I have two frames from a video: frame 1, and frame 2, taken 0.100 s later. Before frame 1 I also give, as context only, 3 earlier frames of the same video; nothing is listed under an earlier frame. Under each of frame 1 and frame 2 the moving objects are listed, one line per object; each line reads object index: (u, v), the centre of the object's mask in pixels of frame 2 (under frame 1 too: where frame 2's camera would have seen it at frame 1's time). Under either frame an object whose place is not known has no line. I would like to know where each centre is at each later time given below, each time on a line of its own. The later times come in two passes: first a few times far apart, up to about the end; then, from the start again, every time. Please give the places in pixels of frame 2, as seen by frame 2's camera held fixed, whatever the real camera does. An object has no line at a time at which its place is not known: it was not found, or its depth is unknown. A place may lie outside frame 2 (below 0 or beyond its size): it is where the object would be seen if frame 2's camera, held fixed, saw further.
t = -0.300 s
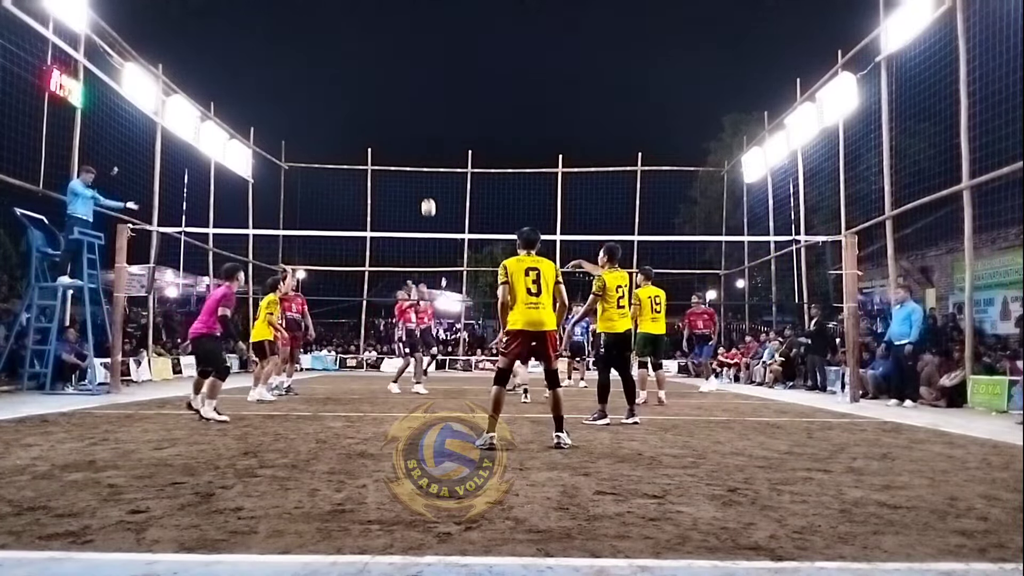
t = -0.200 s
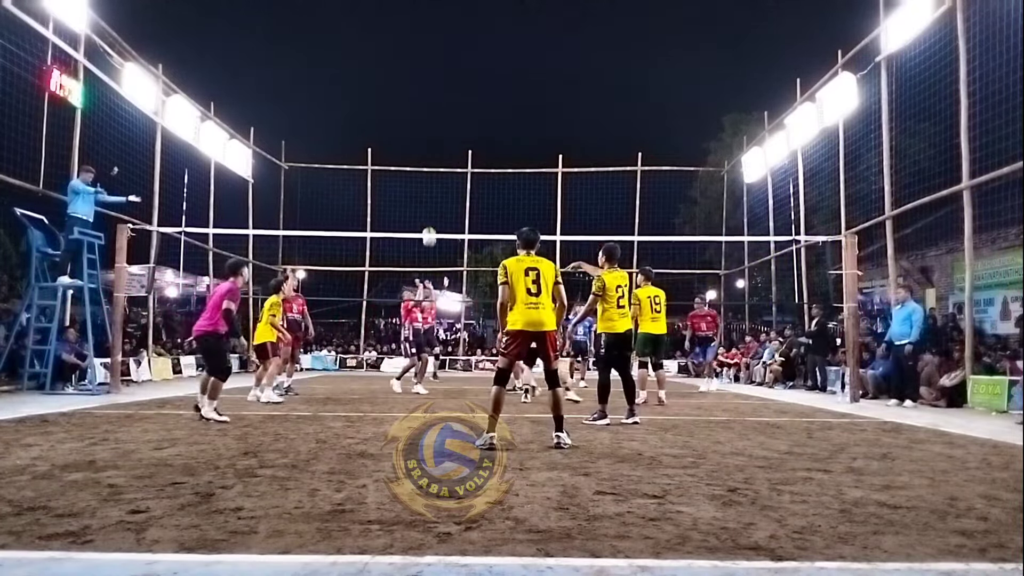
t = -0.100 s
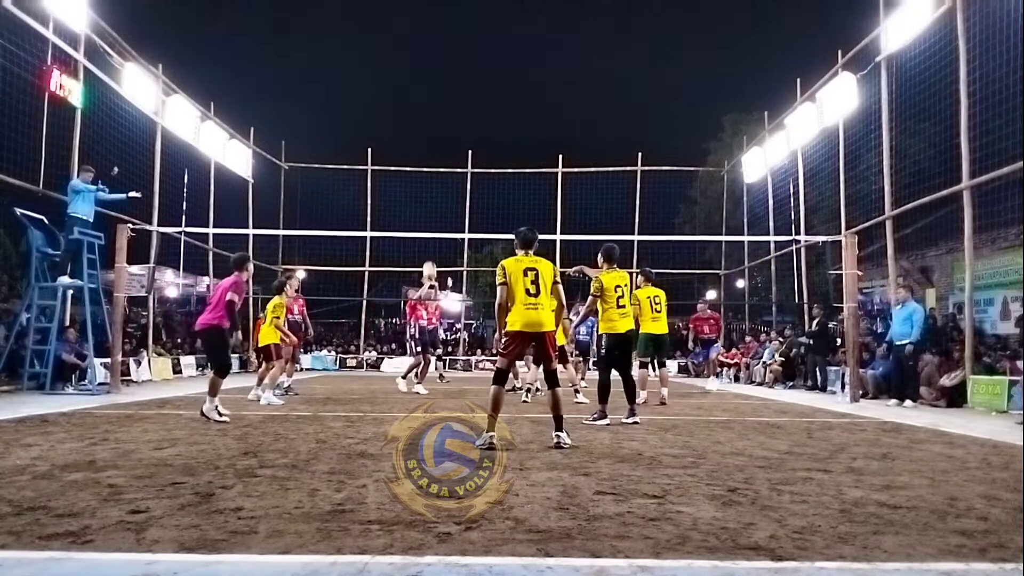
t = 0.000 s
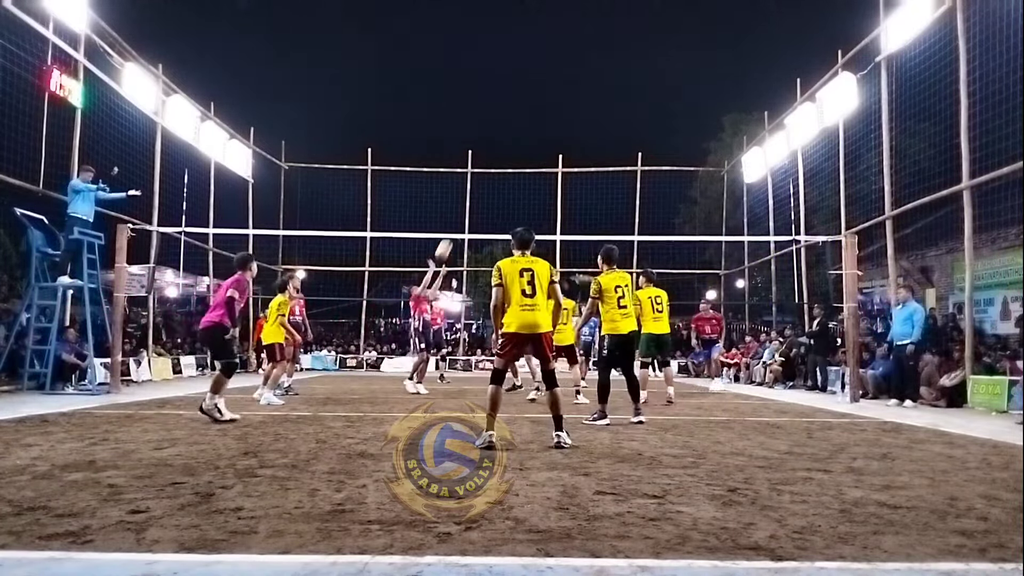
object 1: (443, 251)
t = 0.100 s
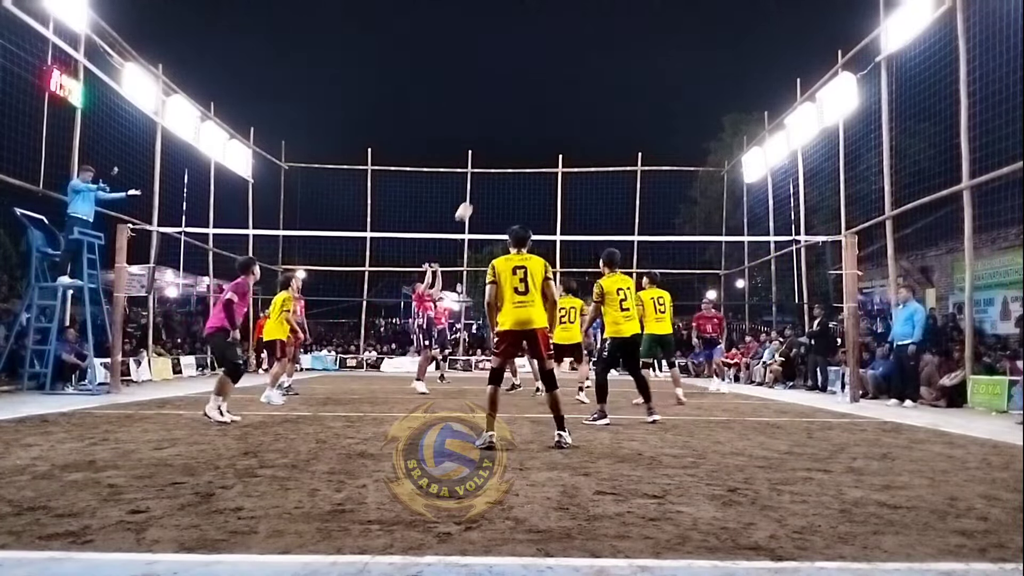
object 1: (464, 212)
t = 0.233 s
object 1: (490, 171)
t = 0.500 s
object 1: (543, 120)
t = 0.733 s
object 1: (587, 109)
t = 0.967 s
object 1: (631, 132)
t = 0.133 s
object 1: (471, 201)
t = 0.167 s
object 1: (477, 190)
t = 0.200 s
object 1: (484, 181)
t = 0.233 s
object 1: (490, 171)
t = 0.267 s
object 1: (497, 162)
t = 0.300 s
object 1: (504, 155)
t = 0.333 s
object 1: (510, 147)
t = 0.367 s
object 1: (517, 141)
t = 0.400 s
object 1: (523, 135)
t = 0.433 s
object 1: (530, 129)
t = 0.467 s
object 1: (536, 124)
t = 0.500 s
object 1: (543, 120)
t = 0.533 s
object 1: (549, 117)
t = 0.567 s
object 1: (556, 114)
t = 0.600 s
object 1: (562, 111)
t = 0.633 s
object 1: (568, 110)
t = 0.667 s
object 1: (575, 109)
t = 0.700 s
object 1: (581, 109)
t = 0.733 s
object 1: (587, 109)
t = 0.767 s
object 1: (593, 110)
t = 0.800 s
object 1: (600, 112)
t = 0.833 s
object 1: (606, 115)
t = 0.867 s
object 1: (612, 118)
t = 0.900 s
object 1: (618, 122)
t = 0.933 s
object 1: (625, 126)
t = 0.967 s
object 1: (631, 132)
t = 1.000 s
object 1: (637, 138)
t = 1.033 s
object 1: (643, 144)
